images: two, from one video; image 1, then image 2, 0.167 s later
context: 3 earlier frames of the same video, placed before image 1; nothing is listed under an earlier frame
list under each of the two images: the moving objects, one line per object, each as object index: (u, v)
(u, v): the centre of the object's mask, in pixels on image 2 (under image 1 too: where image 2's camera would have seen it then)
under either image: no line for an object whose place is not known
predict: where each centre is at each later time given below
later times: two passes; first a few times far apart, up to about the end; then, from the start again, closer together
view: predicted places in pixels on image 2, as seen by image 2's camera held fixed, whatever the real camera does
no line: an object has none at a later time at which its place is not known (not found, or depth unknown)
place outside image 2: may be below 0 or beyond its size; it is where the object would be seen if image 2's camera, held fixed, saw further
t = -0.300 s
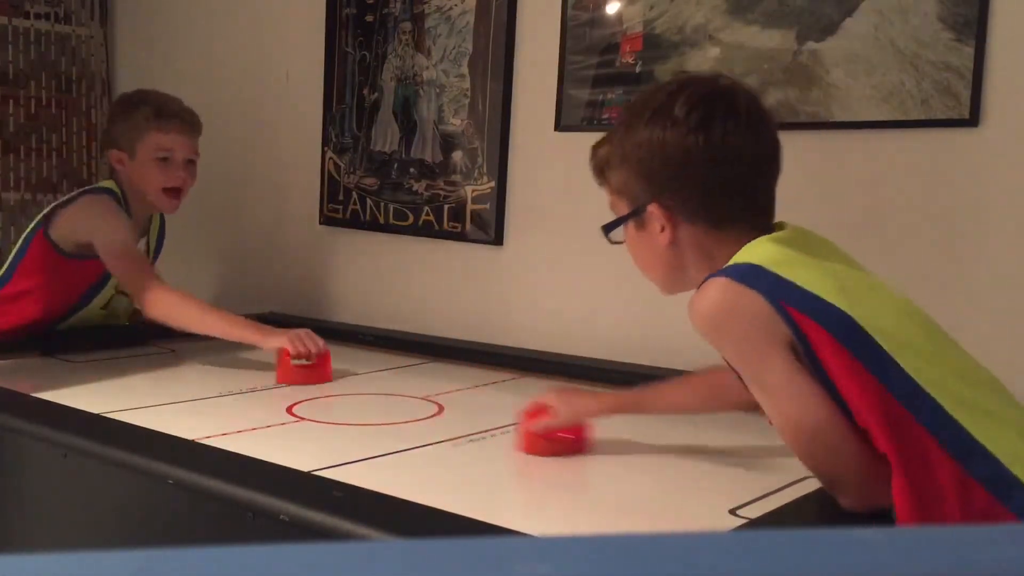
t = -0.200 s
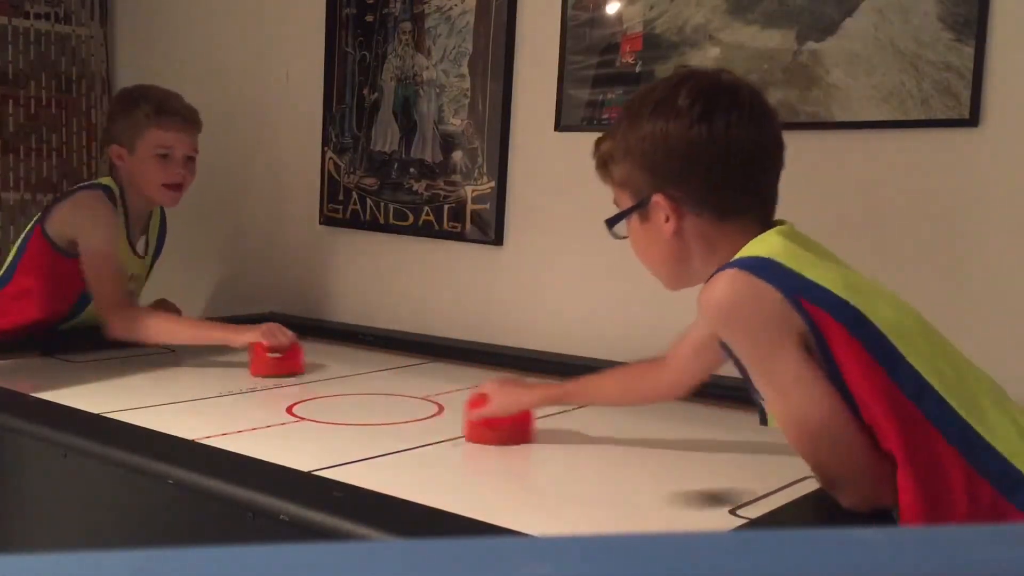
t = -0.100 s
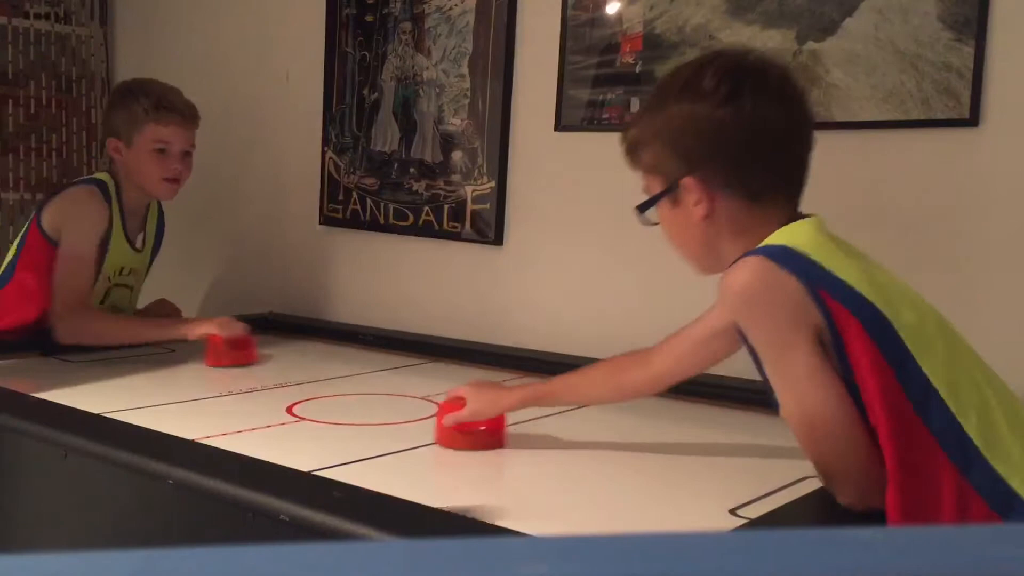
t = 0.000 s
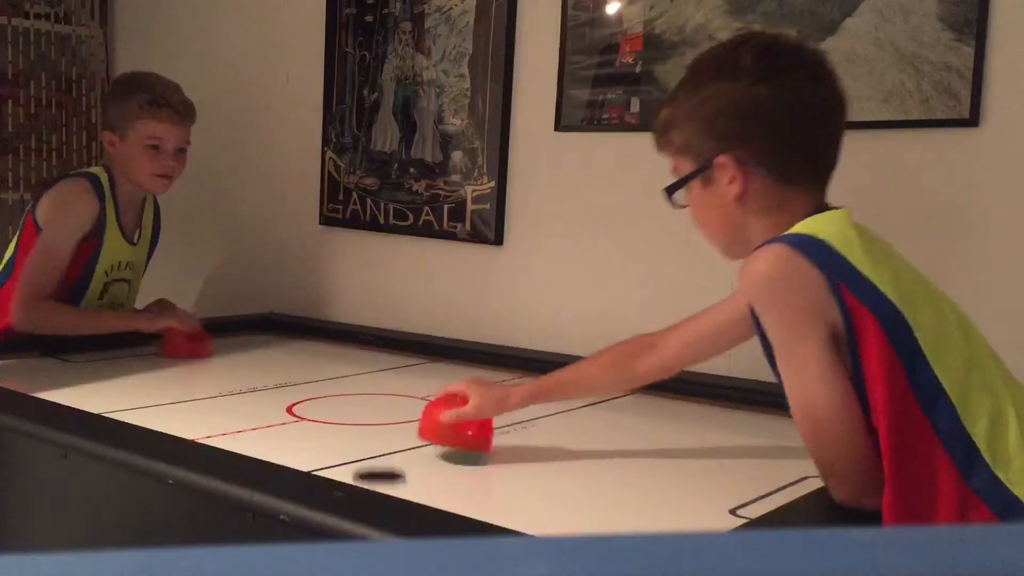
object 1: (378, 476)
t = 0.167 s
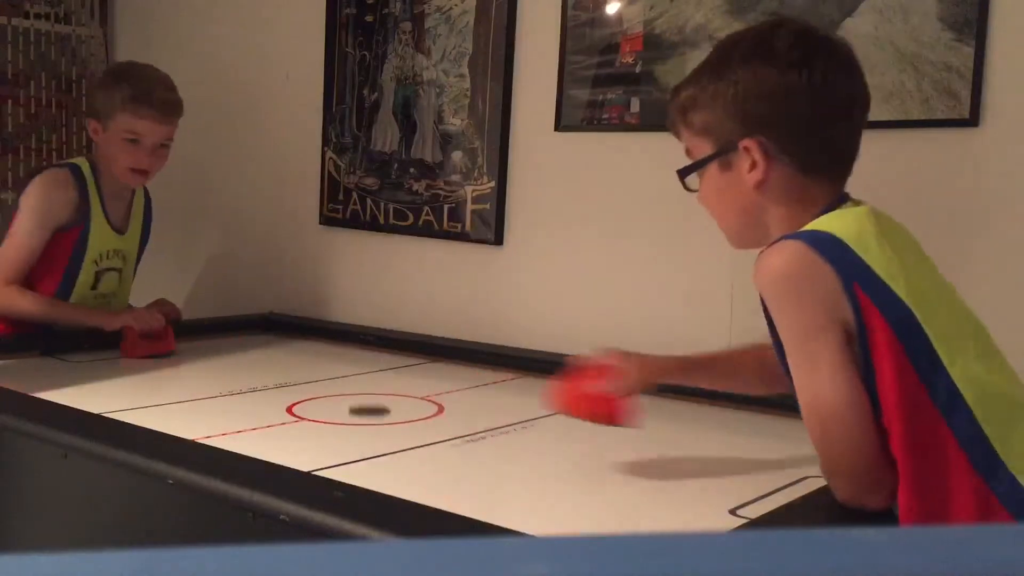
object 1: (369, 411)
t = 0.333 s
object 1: (363, 369)
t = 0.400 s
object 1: (361, 356)
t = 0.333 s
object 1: (363, 369)
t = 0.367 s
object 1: (362, 362)
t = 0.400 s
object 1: (361, 356)
